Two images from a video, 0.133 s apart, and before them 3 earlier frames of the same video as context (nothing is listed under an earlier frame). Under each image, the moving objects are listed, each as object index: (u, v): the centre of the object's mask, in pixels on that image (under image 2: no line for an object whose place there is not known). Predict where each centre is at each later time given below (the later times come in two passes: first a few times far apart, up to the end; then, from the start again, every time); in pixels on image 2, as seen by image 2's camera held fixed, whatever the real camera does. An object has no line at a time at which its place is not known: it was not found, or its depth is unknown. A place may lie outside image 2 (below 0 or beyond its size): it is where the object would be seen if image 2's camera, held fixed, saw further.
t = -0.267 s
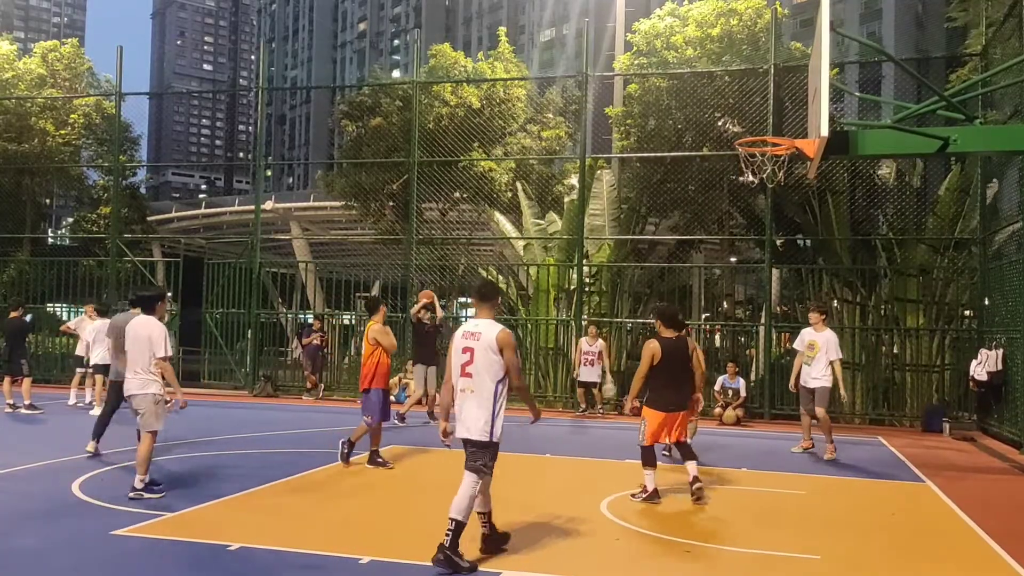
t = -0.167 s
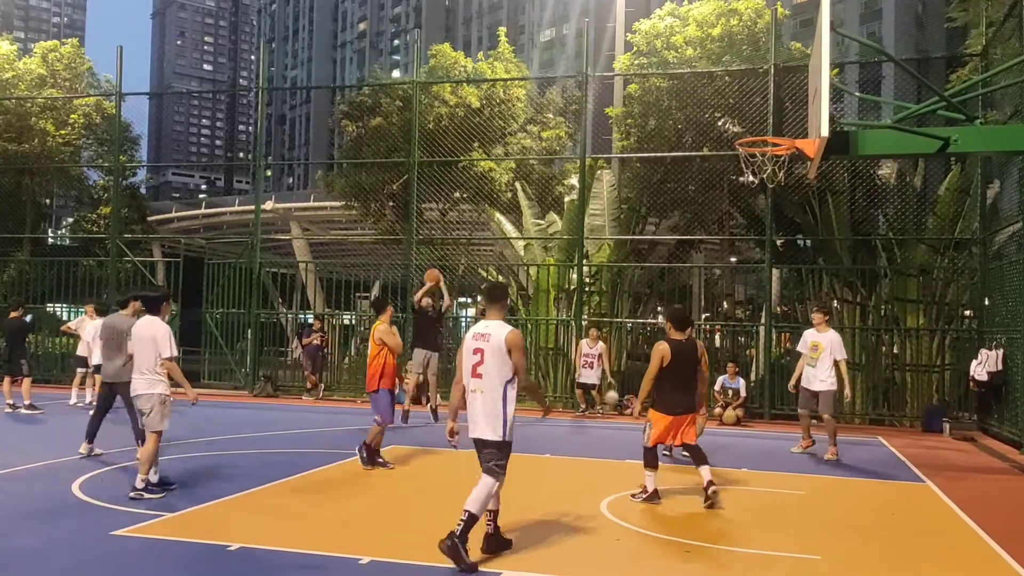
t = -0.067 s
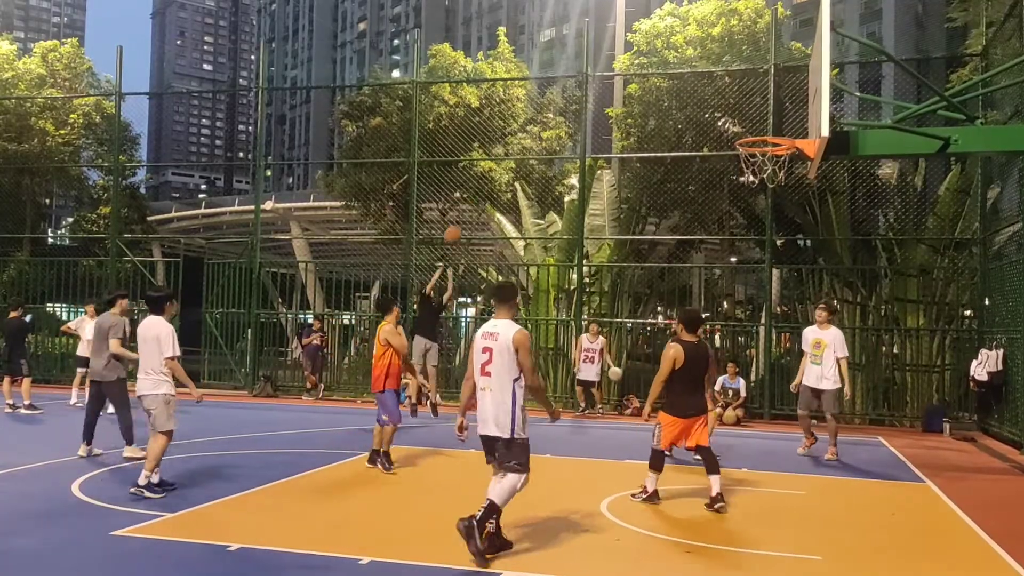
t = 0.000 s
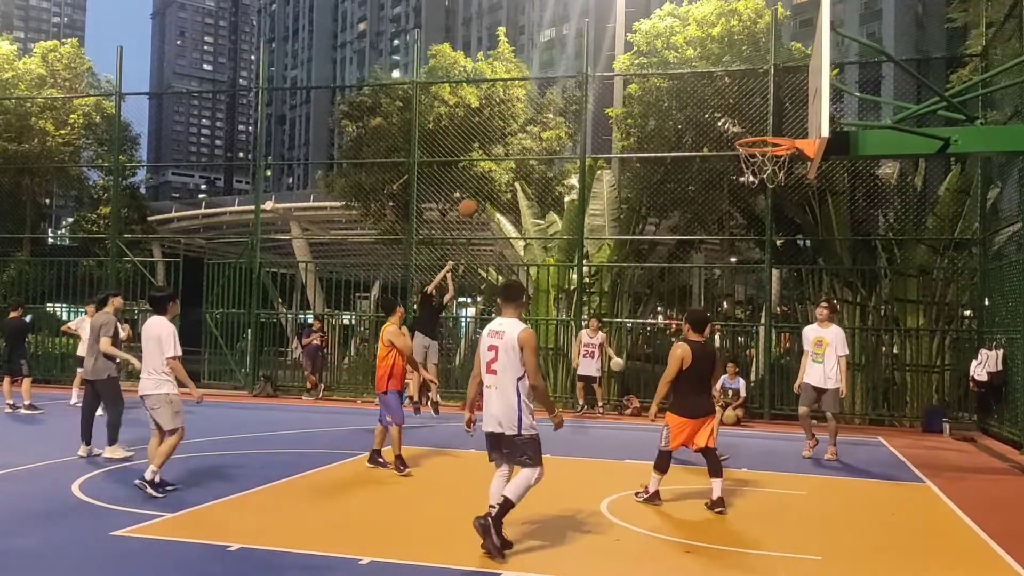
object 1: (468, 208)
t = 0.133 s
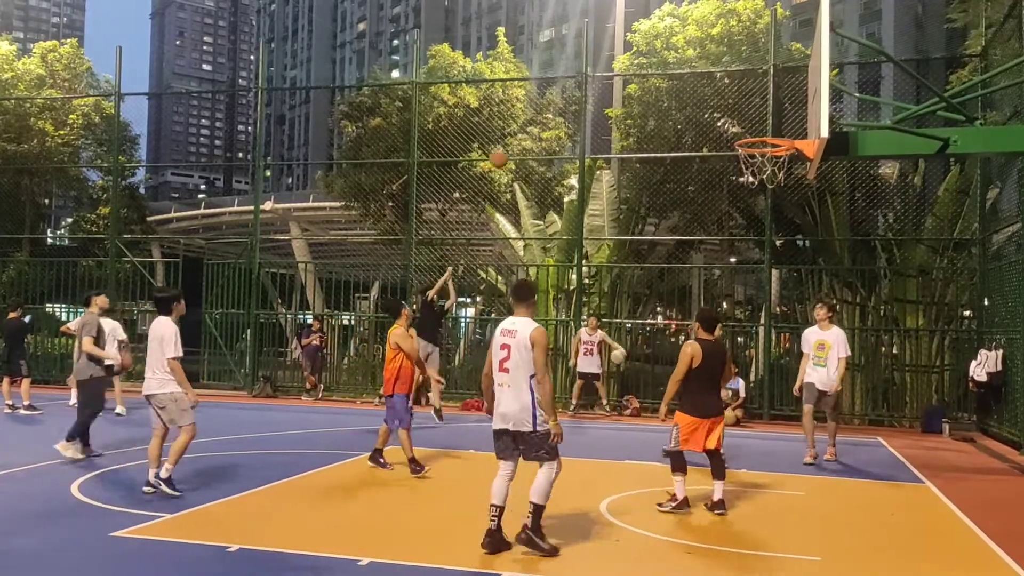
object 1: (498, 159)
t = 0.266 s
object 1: (531, 118)
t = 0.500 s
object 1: (595, 69)
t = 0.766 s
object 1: (692, 67)
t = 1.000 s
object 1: (797, 118)
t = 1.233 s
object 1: (718, 84)
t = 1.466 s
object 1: (628, 121)
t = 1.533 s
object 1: (599, 146)
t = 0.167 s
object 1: (503, 148)
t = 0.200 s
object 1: (513, 137)
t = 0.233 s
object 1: (522, 127)
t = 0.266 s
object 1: (531, 118)
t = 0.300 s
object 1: (538, 110)
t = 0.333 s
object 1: (549, 100)
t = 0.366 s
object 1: (558, 93)
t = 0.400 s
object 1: (563, 90)
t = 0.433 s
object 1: (577, 80)
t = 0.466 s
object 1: (587, 75)
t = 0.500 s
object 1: (595, 69)
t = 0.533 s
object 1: (608, 66)
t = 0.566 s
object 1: (619, 64)
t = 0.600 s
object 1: (630, 62)
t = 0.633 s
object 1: (640, 60)
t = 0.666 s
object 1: (653, 60)
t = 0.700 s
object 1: (666, 62)
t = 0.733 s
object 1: (679, 66)
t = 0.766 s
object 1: (692, 67)
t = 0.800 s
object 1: (706, 73)
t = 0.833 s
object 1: (720, 79)
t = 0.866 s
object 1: (735, 88)
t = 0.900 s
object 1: (750, 98)
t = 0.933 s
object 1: (767, 109)
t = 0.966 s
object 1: (784, 123)
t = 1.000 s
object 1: (797, 118)
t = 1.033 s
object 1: (790, 110)
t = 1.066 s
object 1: (778, 101)
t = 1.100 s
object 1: (767, 95)
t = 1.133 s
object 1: (754, 90)
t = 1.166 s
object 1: (742, 87)
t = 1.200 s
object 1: (730, 85)
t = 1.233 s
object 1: (718, 84)
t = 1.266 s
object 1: (706, 85)
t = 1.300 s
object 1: (694, 87)
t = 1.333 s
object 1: (680, 90)
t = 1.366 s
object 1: (668, 96)
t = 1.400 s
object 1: (653, 103)
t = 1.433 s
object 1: (641, 110)
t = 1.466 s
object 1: (628, 121)
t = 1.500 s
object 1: (615, 132)
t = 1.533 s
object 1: (599, 146)
